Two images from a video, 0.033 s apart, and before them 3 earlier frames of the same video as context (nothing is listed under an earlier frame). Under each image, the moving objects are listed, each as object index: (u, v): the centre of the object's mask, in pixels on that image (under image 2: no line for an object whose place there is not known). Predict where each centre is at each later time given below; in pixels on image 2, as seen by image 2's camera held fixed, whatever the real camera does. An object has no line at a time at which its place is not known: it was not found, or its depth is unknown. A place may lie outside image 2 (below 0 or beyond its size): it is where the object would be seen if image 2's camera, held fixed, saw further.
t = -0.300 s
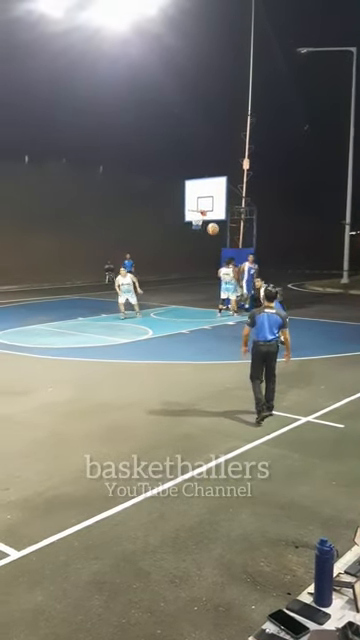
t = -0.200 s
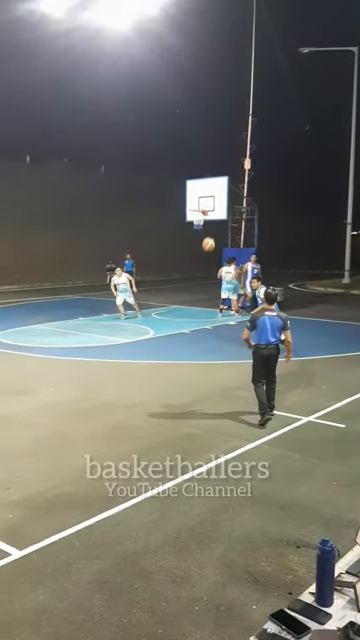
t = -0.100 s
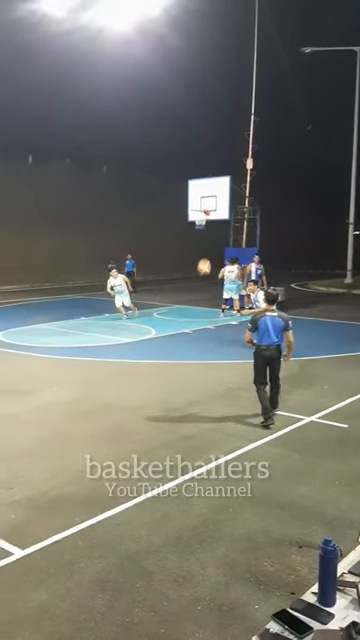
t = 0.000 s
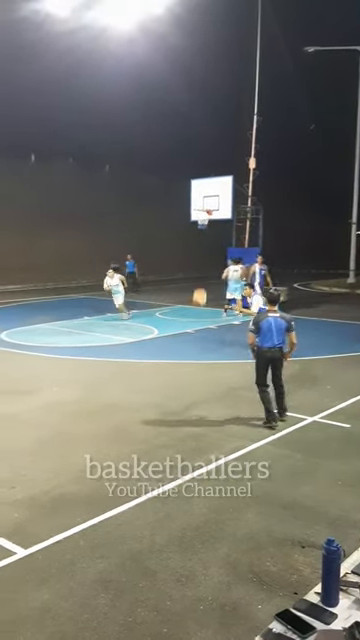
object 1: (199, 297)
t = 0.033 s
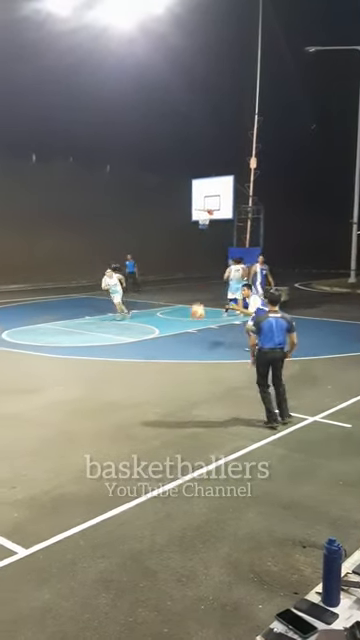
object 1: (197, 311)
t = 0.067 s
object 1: (195, 324)
